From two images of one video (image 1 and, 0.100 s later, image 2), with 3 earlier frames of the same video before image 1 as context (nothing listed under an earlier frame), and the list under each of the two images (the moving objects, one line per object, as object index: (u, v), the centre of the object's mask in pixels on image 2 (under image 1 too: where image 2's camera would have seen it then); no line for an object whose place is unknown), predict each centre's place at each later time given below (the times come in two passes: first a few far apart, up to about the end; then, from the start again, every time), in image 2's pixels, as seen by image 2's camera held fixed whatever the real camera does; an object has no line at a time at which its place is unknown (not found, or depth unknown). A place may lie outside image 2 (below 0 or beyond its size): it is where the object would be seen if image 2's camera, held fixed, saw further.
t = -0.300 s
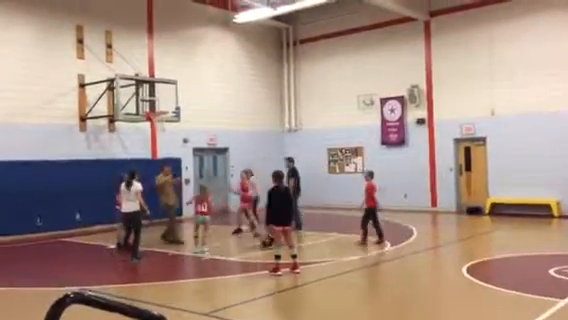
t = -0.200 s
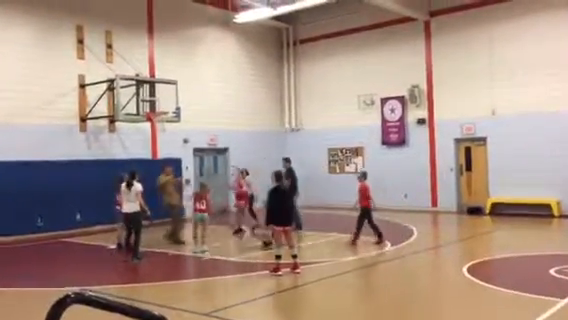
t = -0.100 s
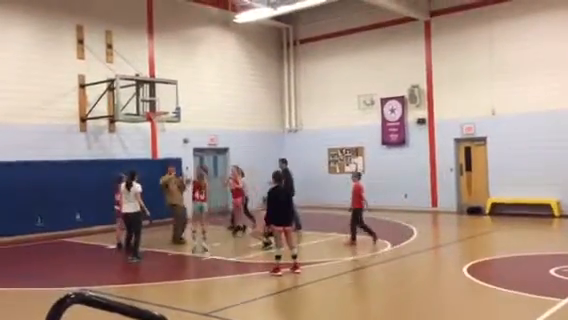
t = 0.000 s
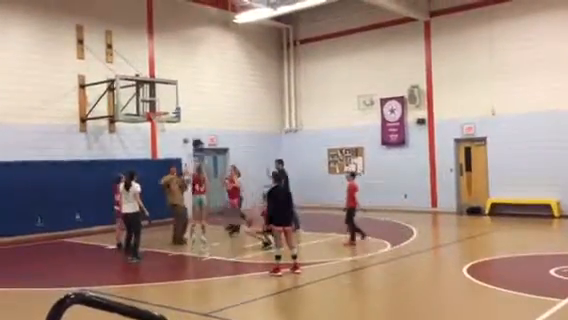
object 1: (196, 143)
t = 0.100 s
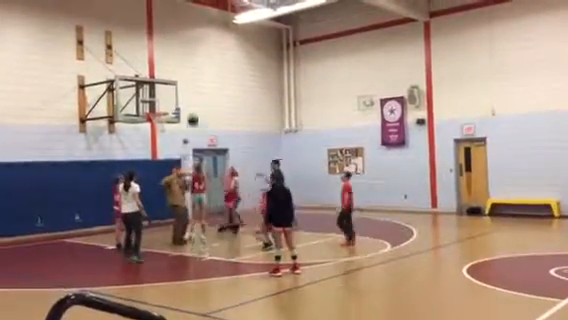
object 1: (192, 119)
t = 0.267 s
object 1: (186, 94)
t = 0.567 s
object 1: (176, 79)
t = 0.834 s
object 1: (169, 98)
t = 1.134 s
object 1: (167, 103)
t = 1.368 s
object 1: (168, 114)
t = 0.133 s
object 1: (191, 113)
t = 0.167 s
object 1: (190, 108)
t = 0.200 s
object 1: (188, 102)
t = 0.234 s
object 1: (187, 98)
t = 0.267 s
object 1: (186, 94)
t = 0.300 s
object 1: (185, 90)
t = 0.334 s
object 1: (183, 87)
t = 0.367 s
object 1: (183, 84)
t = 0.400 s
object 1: (182, 83)
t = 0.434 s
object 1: (180, 81)
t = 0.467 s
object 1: (179, 80)
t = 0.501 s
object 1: (178, 79)
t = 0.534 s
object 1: (177, 79)
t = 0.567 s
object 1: (176, 79)
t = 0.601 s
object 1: (175, 80)
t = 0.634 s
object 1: (175, 81)
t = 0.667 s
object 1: (174, 83)
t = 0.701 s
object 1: (173, 86)
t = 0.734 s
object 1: (172, 87)
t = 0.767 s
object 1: (171, 91)
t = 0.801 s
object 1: (170, 94)
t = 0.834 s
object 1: (169, 98)
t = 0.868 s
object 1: (169, 102)
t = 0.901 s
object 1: (168, 107)
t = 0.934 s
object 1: (168, 107)
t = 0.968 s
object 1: (168, 105)
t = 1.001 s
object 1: (167, 105)
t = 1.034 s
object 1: (167, 104)
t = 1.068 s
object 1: (167, 104)
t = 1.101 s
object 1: (167, 104)
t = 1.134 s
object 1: (167, 103)
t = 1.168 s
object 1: (167, 104)
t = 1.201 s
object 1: (166, 105)
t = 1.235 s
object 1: (166, 107)
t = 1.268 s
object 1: (166, 109)
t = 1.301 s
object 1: (166, 109)
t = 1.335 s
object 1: (167, 113)
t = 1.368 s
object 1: (168, 114)
